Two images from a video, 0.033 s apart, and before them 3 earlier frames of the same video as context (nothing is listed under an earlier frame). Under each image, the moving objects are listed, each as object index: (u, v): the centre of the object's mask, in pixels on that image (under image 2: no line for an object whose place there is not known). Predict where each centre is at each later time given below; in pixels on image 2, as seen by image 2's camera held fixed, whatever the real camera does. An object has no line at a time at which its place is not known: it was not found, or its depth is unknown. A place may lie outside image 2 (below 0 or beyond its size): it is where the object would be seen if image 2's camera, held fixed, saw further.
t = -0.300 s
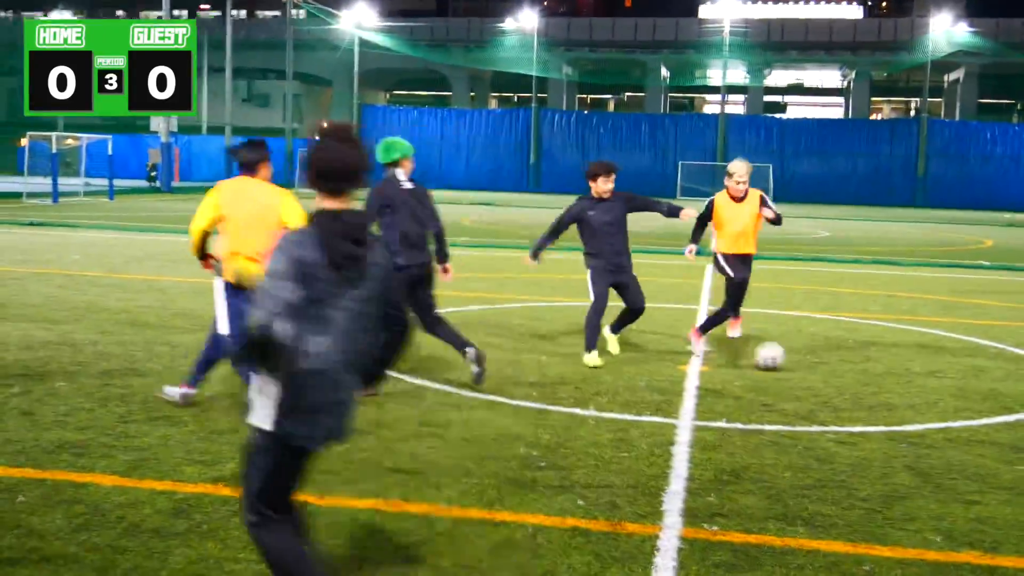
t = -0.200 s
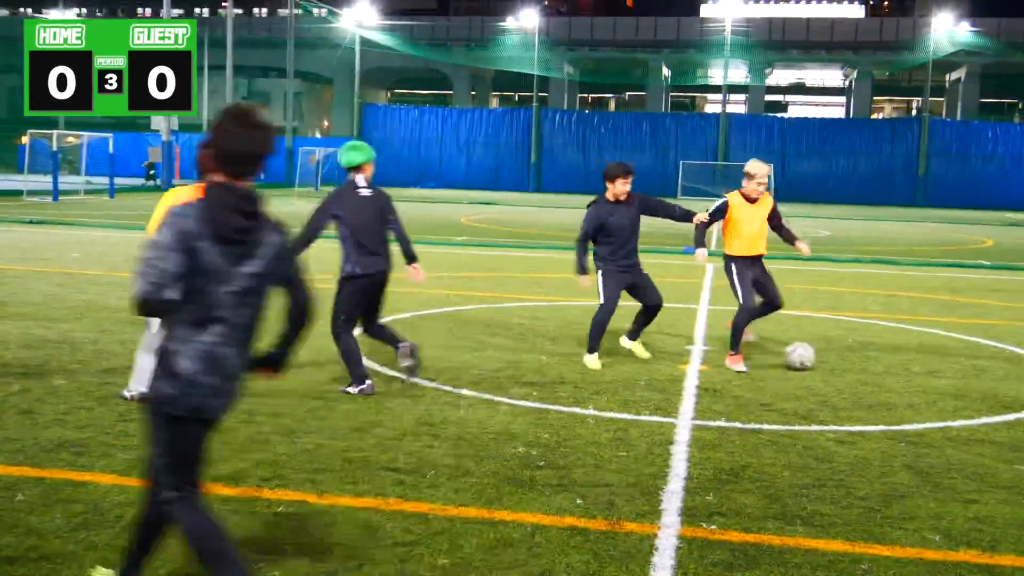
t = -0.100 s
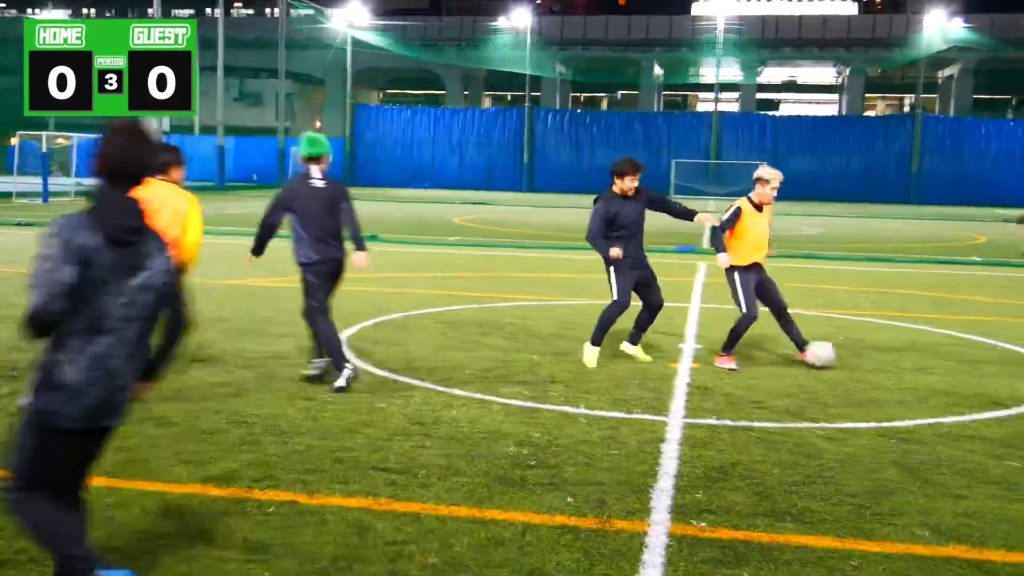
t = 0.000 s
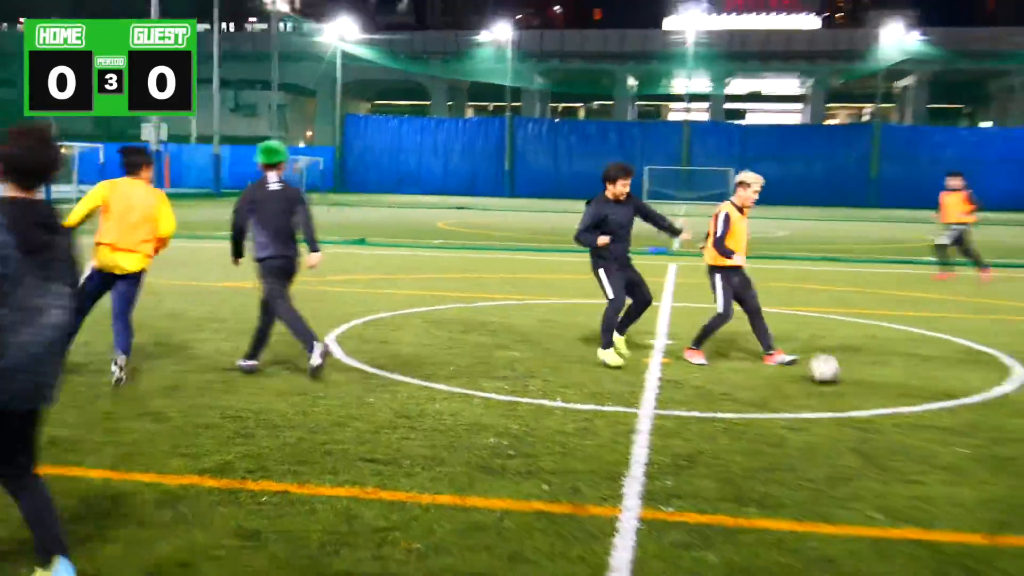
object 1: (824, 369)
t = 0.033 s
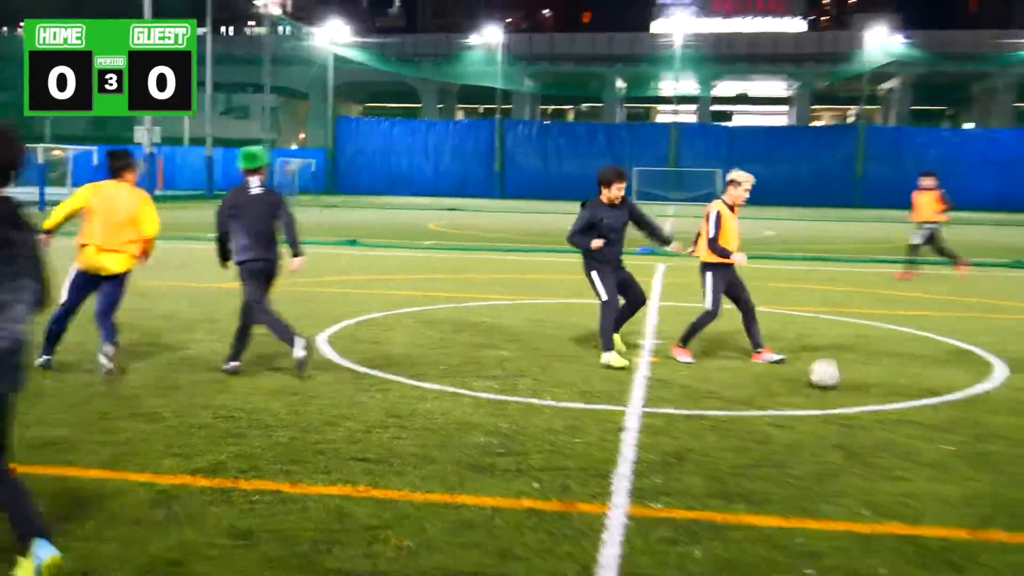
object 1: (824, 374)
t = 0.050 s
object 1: (831, 377)
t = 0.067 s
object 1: (838, 379)
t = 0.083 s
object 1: (845, 382)
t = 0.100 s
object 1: (853, 386)
